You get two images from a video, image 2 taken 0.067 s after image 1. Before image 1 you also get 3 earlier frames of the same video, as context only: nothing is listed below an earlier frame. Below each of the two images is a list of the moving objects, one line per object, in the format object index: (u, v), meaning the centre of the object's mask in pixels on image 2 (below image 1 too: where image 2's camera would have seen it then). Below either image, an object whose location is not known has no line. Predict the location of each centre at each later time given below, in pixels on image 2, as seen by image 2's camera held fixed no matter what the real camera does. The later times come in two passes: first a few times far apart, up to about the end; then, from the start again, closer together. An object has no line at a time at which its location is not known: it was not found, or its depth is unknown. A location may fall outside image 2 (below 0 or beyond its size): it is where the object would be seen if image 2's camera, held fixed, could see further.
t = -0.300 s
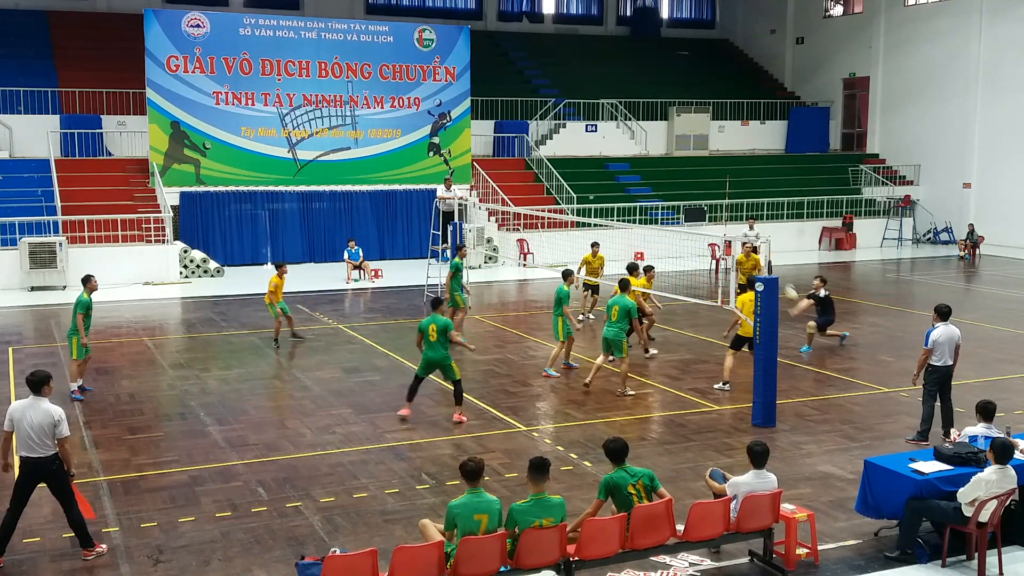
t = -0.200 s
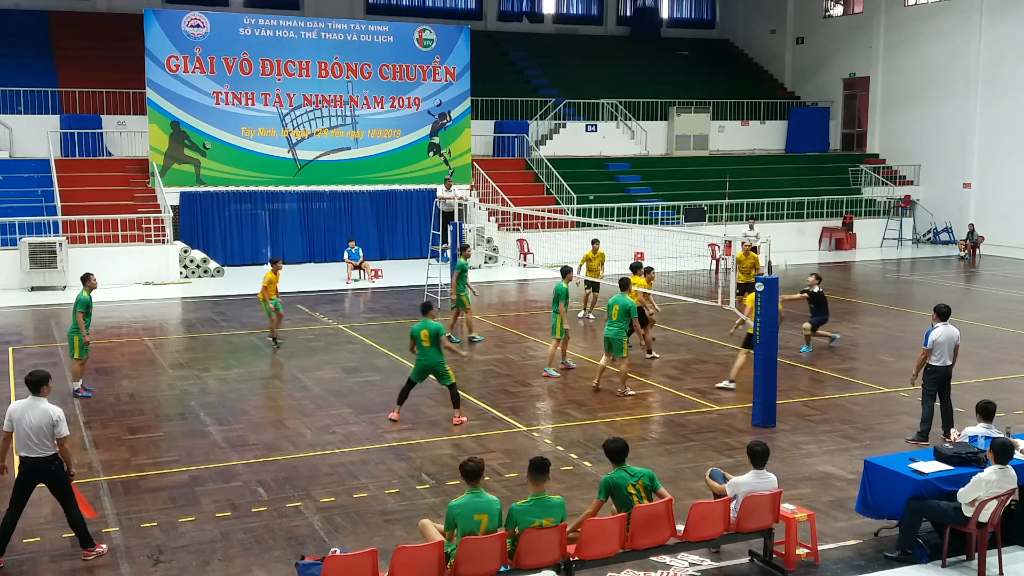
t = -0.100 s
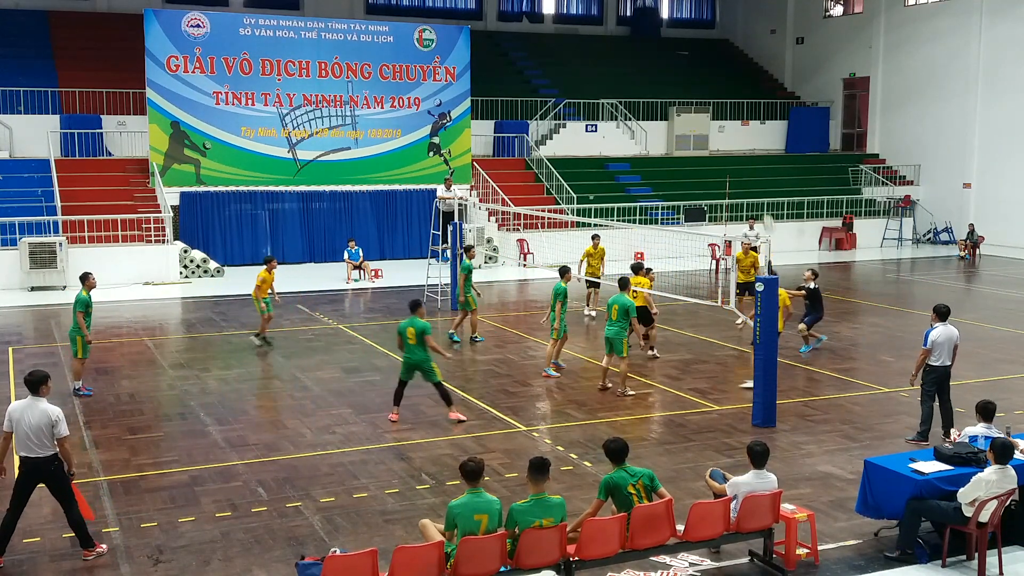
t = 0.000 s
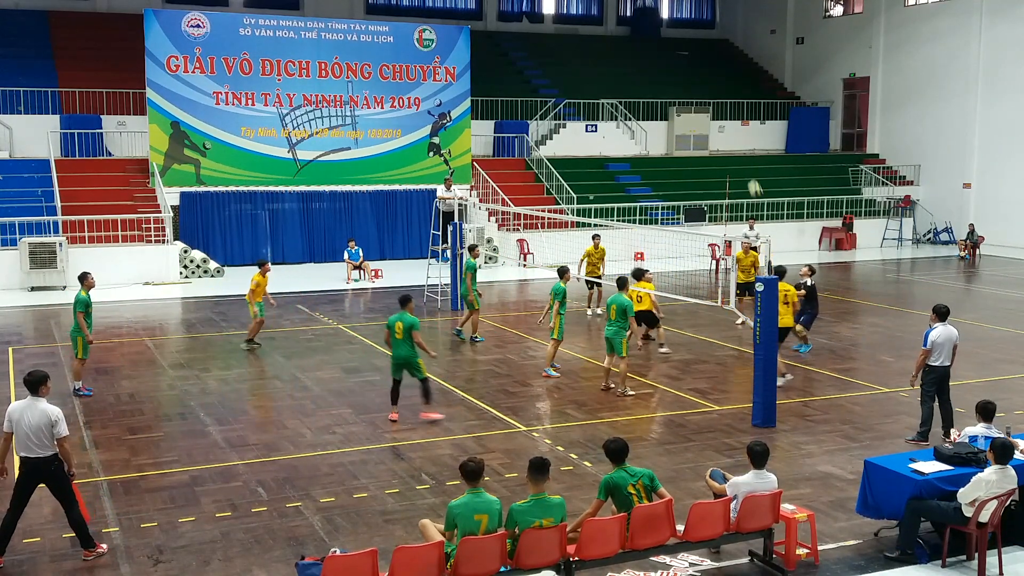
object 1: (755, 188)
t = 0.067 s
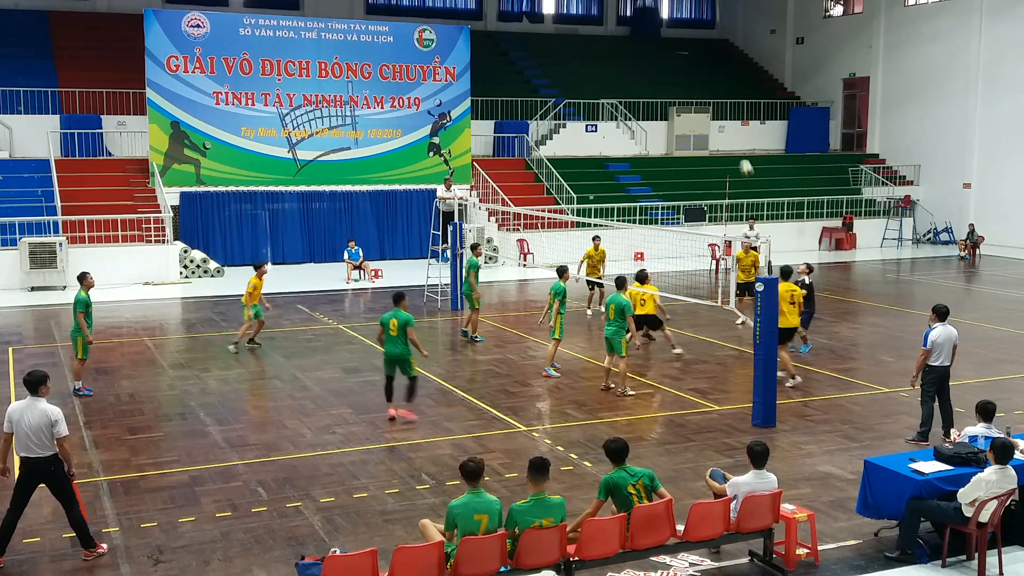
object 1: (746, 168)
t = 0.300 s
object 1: (716, 116)
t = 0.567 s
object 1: (681, 95)
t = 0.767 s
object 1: (655, 104)
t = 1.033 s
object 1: (621, 150)
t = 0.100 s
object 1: (742, 159)
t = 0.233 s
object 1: (725, 129)
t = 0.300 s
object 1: (716, 116)
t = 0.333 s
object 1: (712, 112)
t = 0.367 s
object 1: (707, 107)
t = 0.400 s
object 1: (703, 103)
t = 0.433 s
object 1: (699, 100)
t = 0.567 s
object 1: (681, 95)
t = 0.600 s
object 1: (677, 95)
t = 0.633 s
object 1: (673, 95)
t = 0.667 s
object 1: (668, 97)
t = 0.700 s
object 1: (664, 99)
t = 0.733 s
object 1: (659, 102)
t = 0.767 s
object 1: (655, 104)
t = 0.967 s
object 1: (630, 136)
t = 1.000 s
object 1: (625, 143)
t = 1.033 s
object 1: (621, 150)
